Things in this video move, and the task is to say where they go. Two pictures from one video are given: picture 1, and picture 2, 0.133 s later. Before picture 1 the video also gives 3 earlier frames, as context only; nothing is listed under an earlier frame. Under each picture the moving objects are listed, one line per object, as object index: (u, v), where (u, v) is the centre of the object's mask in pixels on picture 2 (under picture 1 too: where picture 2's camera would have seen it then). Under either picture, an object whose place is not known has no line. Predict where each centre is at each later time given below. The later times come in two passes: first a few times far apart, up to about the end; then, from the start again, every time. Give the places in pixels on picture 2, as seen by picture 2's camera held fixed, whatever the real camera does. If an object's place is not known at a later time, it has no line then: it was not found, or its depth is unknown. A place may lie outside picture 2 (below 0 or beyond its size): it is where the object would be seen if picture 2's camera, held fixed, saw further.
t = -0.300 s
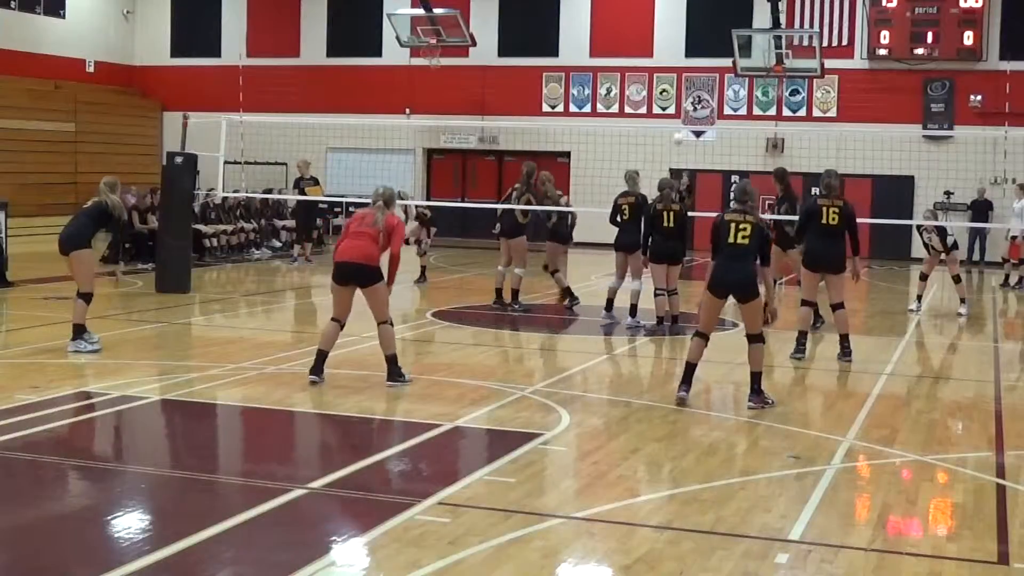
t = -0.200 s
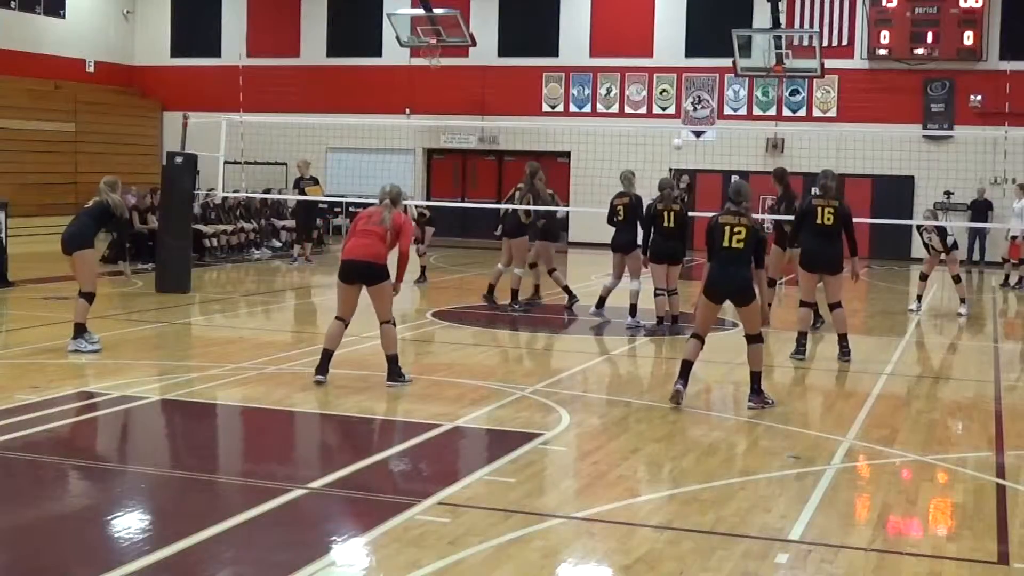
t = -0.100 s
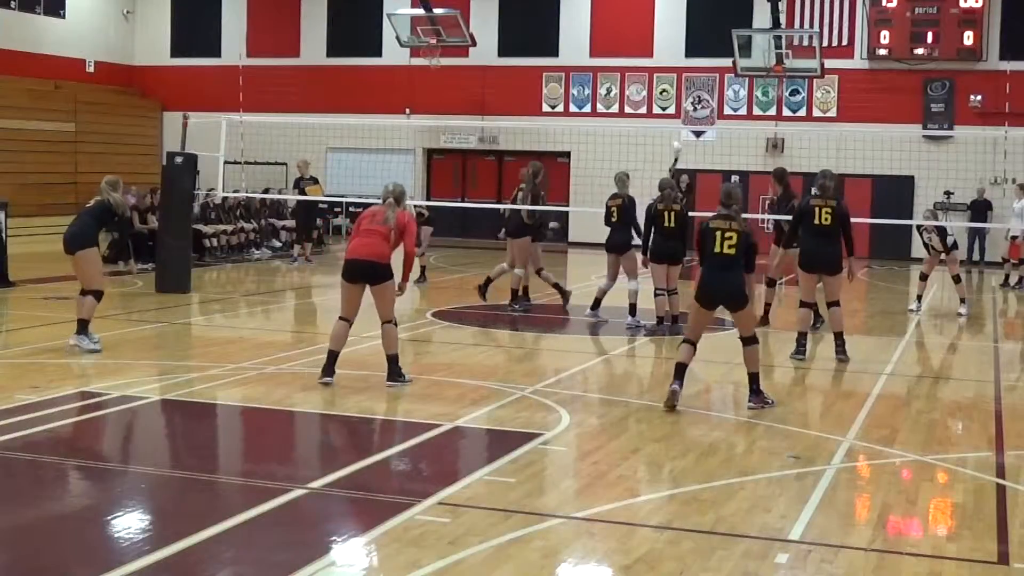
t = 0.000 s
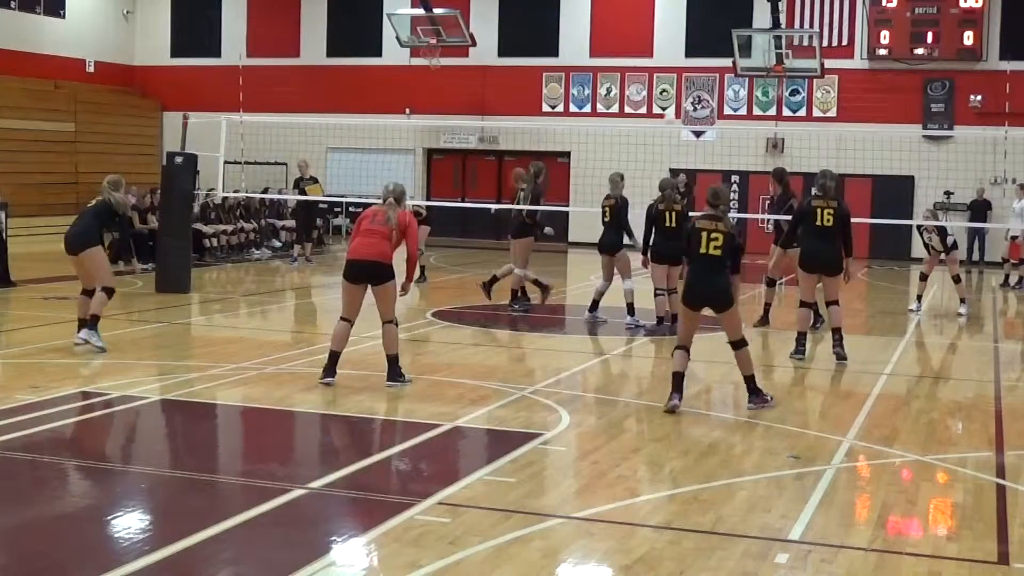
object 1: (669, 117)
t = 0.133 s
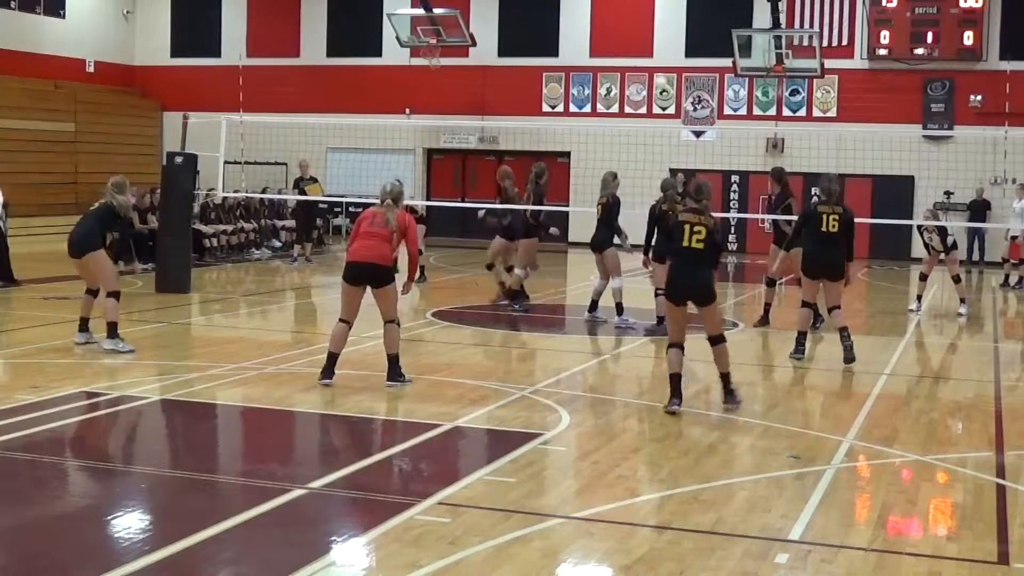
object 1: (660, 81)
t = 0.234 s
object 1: (651, 59)
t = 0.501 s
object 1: (616, 17)
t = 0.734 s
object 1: (575, 24)
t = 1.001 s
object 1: (509, 104)
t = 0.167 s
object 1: (657, 74)
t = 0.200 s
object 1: (654, 67)
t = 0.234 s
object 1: (651, 59)
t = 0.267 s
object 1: (648, 51)
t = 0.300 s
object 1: (644, 45)
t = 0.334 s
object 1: (640, 39)
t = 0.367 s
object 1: (636, 33)
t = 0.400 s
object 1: (631, 28)
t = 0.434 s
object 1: (626, 24)
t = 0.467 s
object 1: (621, 20)
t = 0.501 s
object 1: (616, 17)
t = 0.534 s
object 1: (610, 15)
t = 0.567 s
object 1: (605, 14)
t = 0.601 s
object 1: (599, 14)
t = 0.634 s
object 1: (594, 15)
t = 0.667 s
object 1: (588, 17)
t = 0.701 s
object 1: (582, 19)
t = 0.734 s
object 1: (575, 24)
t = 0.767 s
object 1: (568, 28)
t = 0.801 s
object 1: (560, 36)
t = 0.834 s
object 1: (552, 43)
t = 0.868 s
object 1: (545, 51)
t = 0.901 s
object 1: (536, 63)
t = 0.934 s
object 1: (527, 75)
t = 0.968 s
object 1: (518, 89)
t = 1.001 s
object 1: (509, 104)
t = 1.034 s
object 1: (500, 120)
